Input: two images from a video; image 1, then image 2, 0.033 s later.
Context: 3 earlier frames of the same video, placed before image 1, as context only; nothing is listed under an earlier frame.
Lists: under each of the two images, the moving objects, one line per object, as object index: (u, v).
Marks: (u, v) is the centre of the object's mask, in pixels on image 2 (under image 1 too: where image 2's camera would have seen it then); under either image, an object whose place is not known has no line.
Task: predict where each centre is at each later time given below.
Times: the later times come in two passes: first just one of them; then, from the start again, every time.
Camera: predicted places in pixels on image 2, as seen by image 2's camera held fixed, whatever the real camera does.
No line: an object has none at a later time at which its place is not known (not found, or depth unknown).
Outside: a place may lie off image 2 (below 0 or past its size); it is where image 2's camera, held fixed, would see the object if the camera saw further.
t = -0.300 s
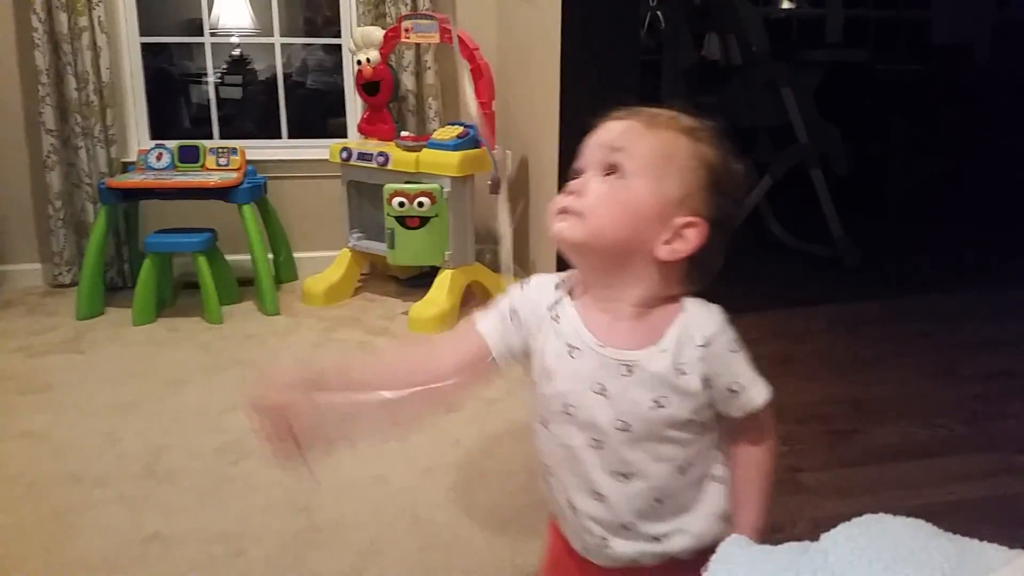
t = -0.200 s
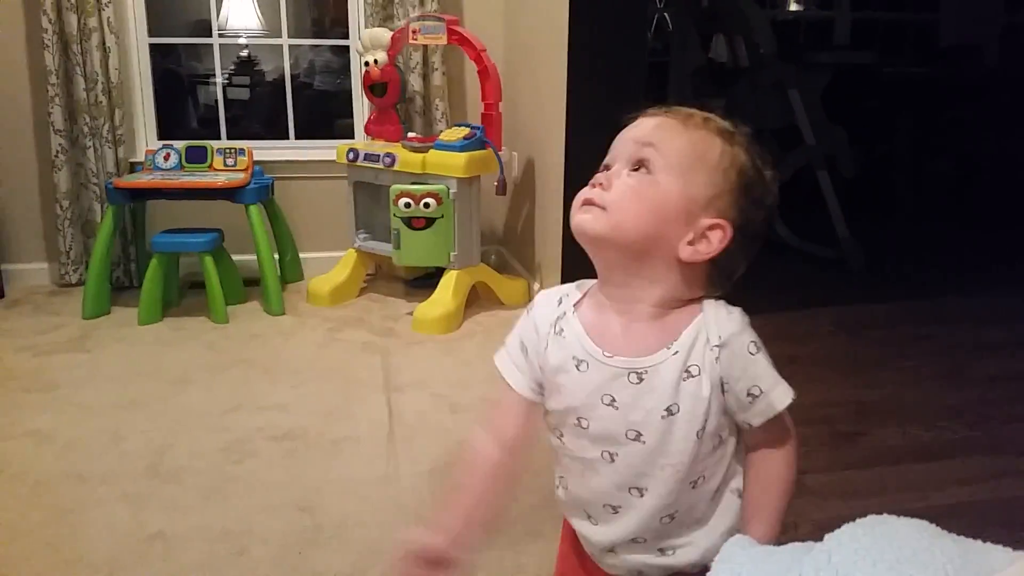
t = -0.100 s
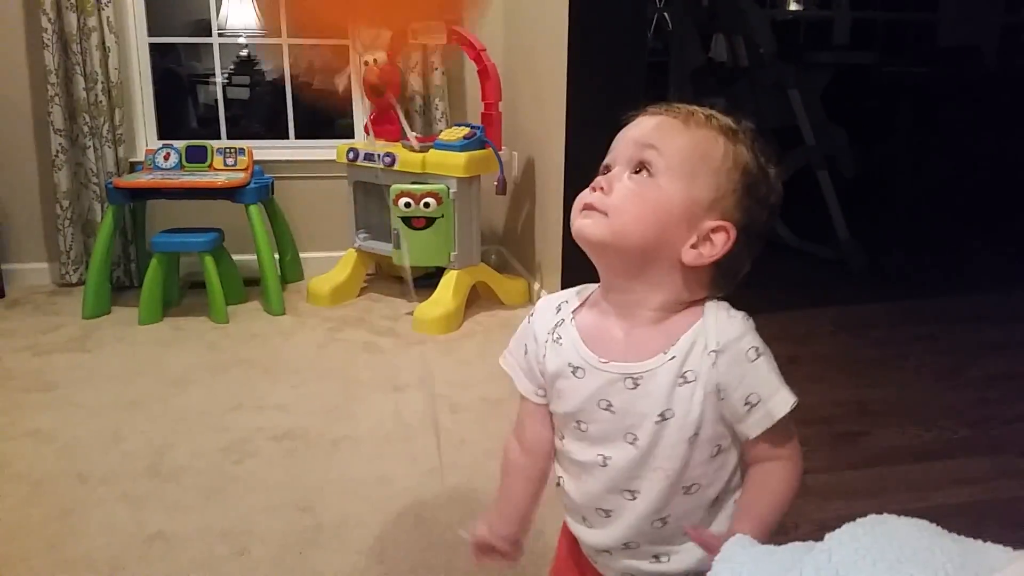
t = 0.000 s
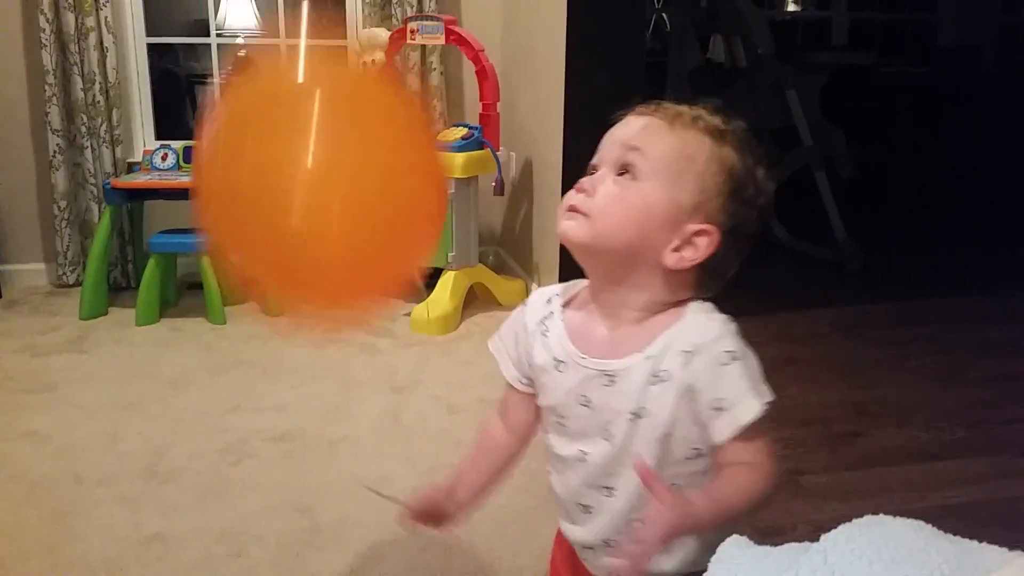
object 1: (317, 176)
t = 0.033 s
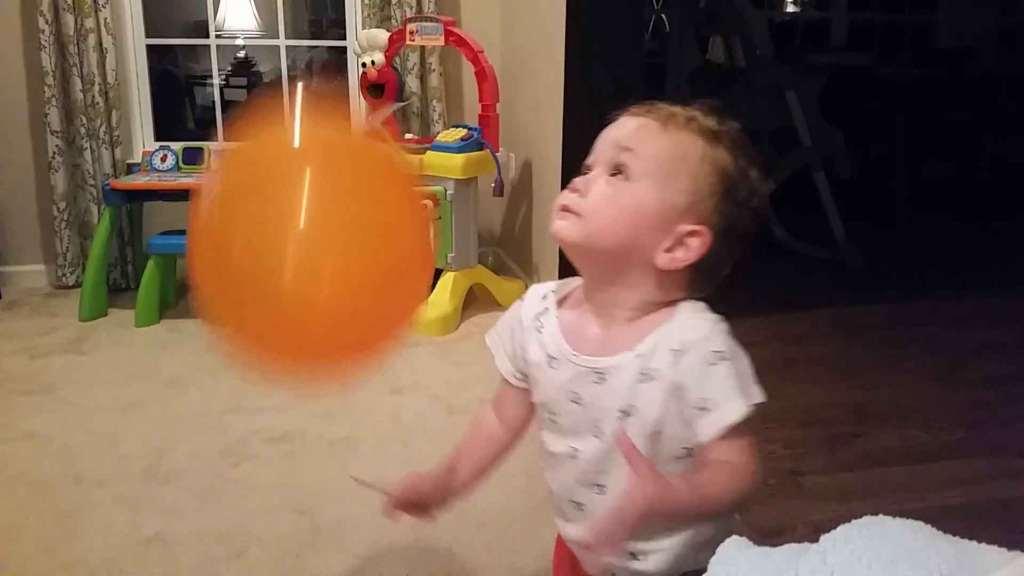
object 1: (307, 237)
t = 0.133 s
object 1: (295, 361)
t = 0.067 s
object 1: (303, 292)
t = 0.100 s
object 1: (298, 328)
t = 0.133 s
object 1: (295, 361)
